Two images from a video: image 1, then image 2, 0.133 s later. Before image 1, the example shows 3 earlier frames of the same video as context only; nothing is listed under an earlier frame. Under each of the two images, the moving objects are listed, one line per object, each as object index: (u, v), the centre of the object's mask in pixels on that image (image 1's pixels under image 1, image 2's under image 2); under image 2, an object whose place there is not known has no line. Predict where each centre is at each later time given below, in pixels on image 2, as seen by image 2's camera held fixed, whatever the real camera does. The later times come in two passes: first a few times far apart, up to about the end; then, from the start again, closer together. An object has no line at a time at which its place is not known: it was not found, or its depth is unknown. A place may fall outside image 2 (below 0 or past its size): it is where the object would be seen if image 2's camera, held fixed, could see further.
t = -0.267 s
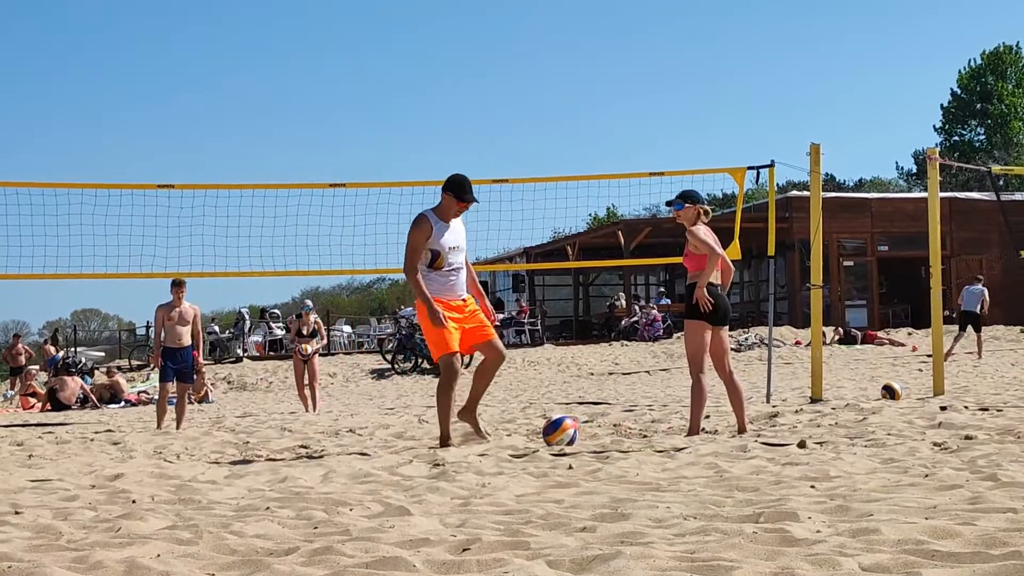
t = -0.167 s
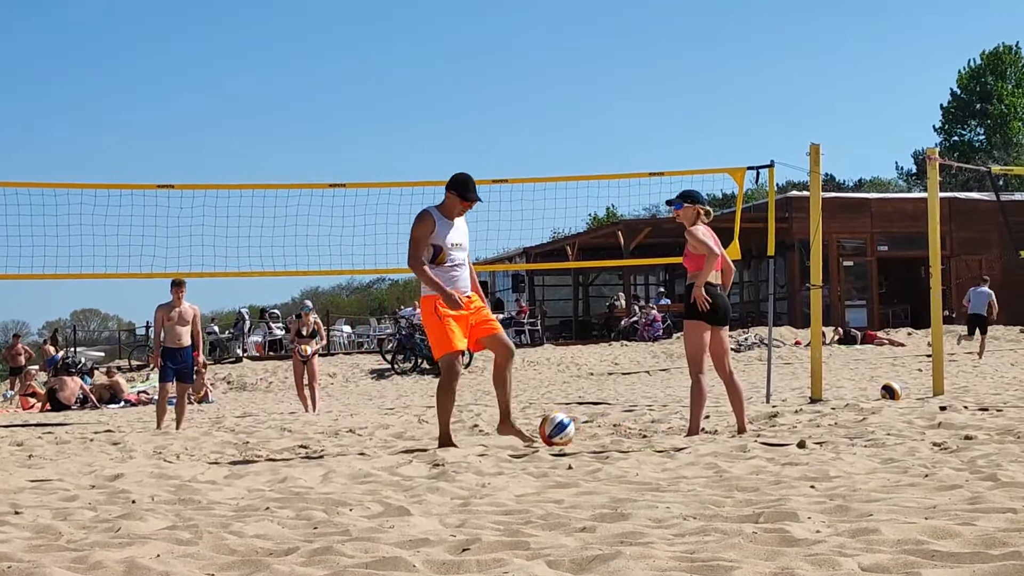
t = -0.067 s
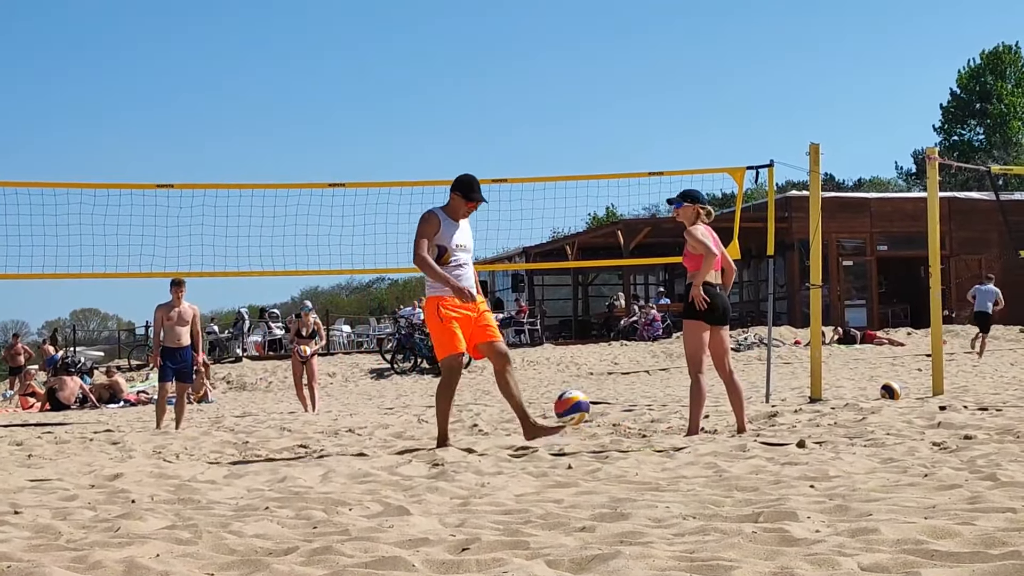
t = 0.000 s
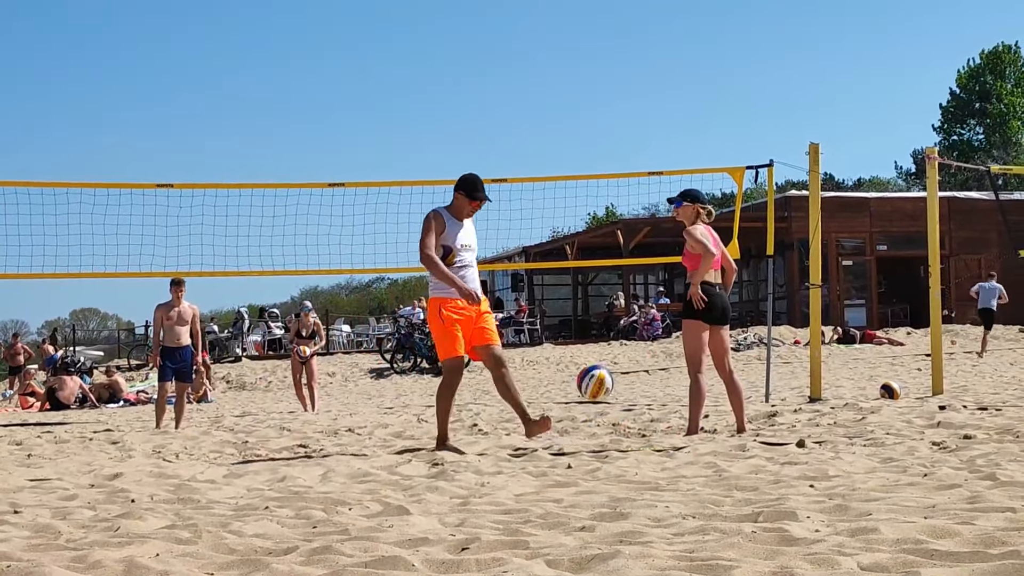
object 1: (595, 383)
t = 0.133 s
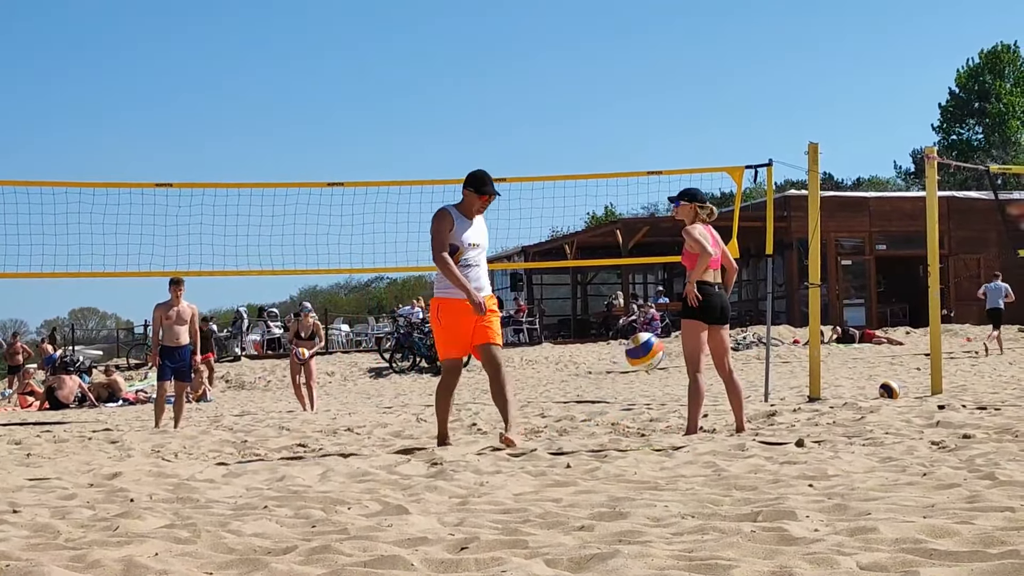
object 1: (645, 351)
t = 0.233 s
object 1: (685, 348)
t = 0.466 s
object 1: (794, 415)
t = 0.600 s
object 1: (848, 432)
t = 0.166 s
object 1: (657, 348)
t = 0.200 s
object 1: (671, 347)
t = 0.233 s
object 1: (685, 348)
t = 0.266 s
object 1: (700, 351)
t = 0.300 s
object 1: (714, 358)
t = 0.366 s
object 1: (745, 374)
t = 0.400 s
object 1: (758, 386)
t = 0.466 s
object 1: (794, 415)
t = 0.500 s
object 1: (811, 433)
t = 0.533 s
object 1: (826, 435)
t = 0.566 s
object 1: (838, 433)
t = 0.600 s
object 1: (848, 432)
